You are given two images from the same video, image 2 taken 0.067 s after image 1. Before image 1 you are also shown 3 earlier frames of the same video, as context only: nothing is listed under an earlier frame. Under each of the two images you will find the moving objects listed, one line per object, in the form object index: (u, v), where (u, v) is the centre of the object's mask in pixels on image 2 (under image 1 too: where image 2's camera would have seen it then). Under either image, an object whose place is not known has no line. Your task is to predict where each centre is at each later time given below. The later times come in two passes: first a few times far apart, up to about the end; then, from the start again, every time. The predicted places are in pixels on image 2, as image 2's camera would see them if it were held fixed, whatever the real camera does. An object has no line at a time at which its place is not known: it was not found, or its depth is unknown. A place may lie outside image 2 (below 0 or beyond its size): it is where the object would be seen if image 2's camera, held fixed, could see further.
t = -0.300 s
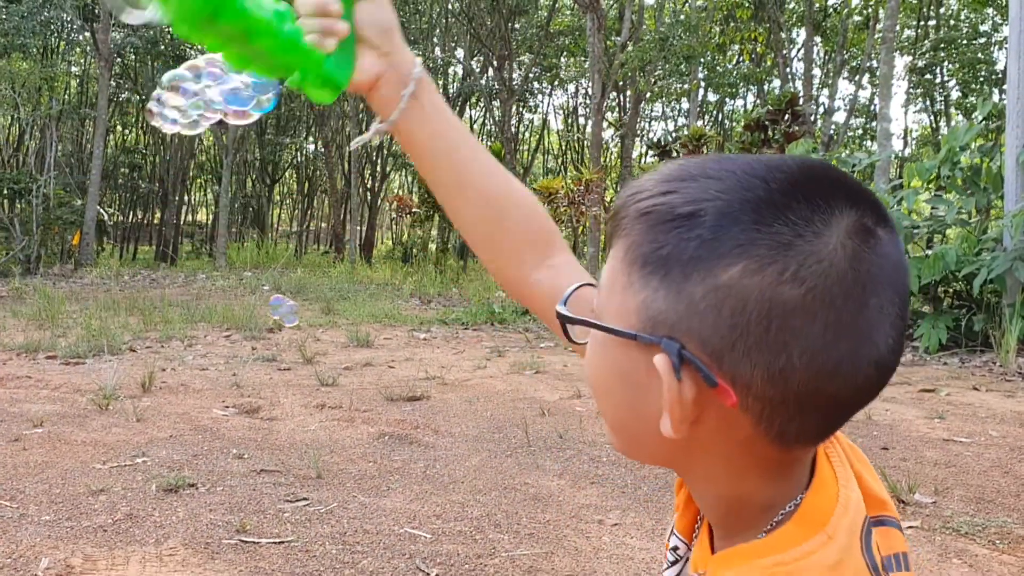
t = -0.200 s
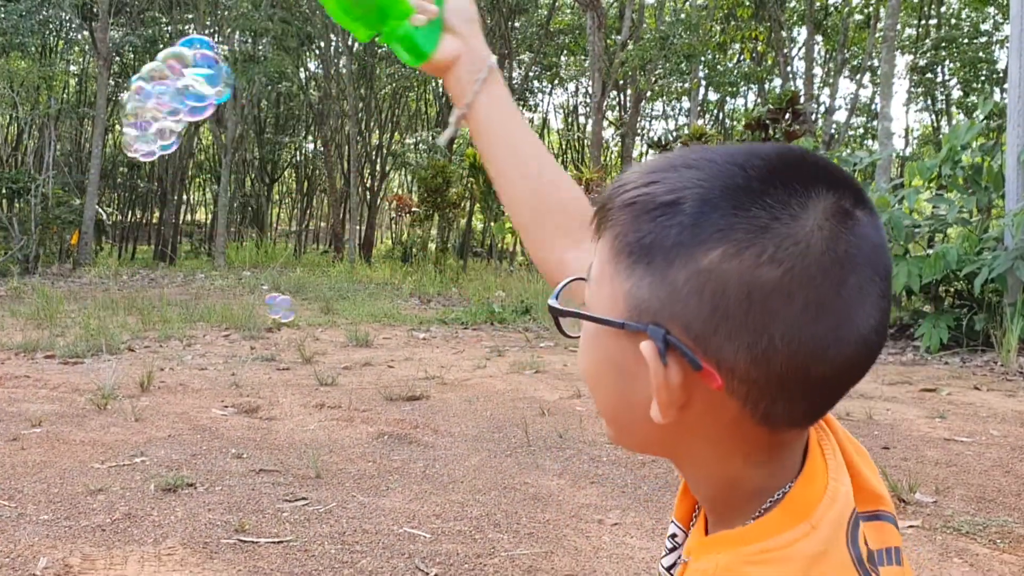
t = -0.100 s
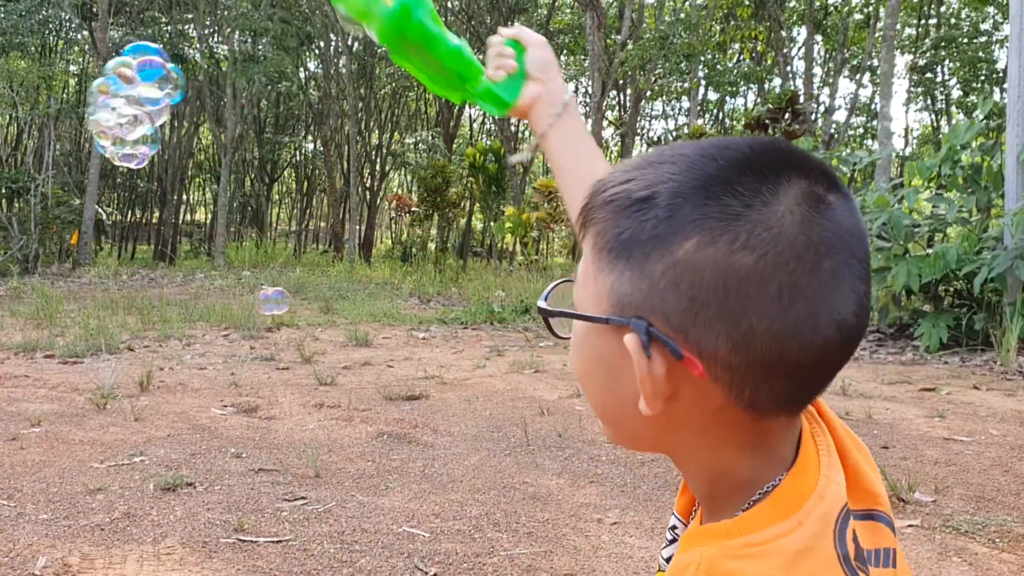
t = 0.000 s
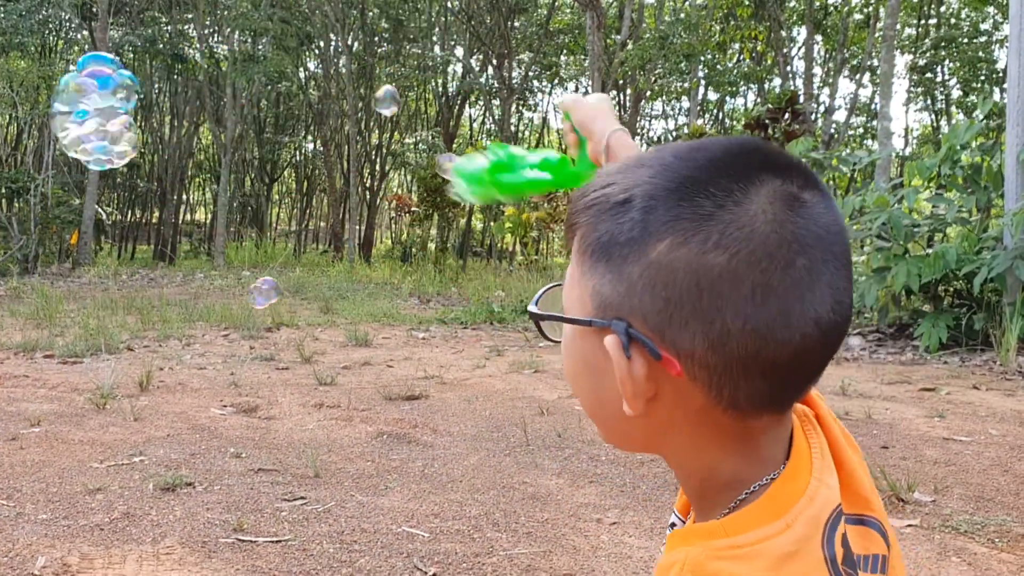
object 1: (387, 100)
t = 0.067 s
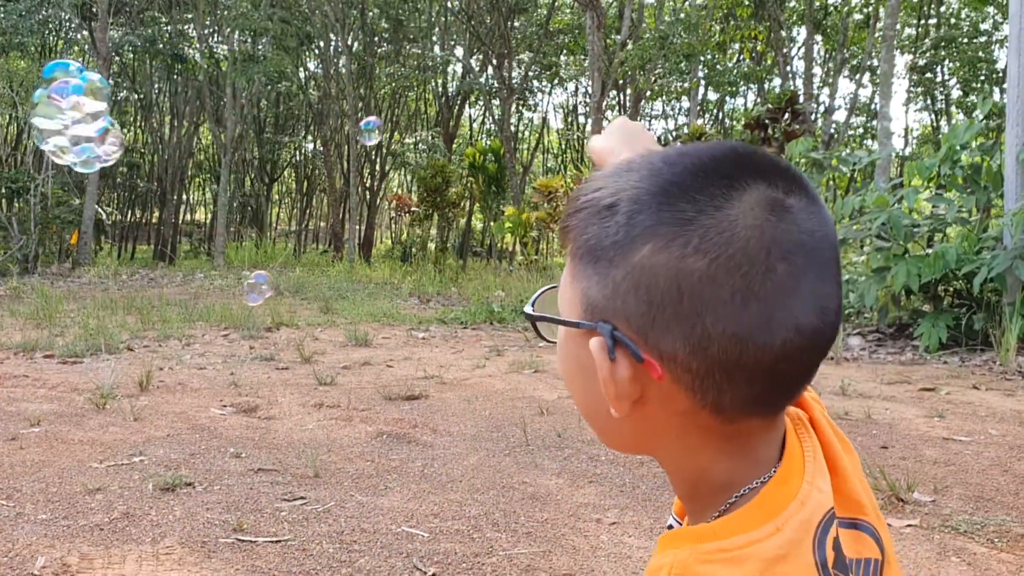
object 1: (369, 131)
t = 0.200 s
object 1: (340, 129)
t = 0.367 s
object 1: (299, 69)
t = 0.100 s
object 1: (358, 142)
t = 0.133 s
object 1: (350, 144)
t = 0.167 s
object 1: (344, 139)
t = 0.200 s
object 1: (340, 129)
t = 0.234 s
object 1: (335, 118)
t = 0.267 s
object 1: (327, 105)
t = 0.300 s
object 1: (318, 91)
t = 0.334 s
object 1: (309, 78)
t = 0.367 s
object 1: (299, 69)
